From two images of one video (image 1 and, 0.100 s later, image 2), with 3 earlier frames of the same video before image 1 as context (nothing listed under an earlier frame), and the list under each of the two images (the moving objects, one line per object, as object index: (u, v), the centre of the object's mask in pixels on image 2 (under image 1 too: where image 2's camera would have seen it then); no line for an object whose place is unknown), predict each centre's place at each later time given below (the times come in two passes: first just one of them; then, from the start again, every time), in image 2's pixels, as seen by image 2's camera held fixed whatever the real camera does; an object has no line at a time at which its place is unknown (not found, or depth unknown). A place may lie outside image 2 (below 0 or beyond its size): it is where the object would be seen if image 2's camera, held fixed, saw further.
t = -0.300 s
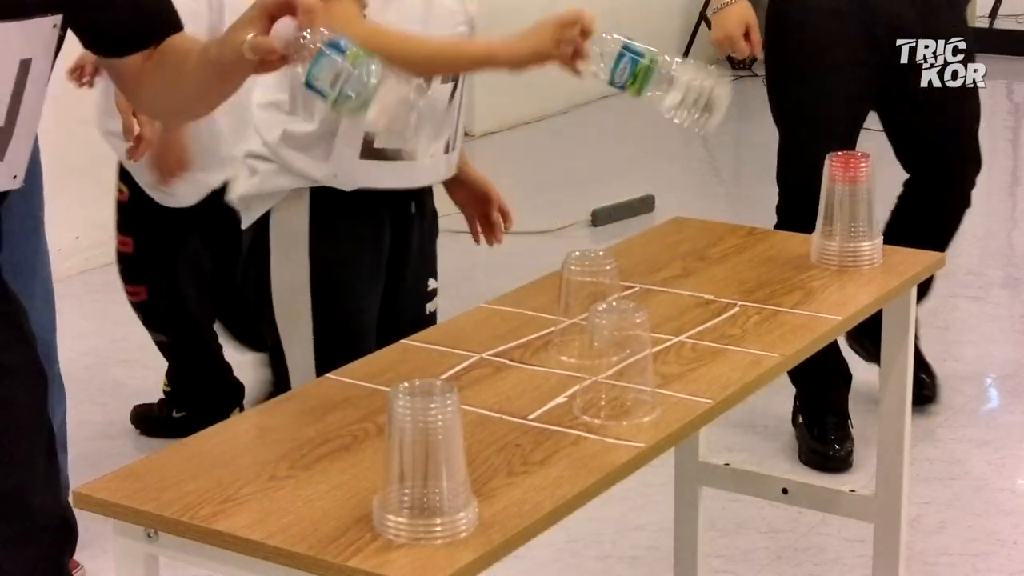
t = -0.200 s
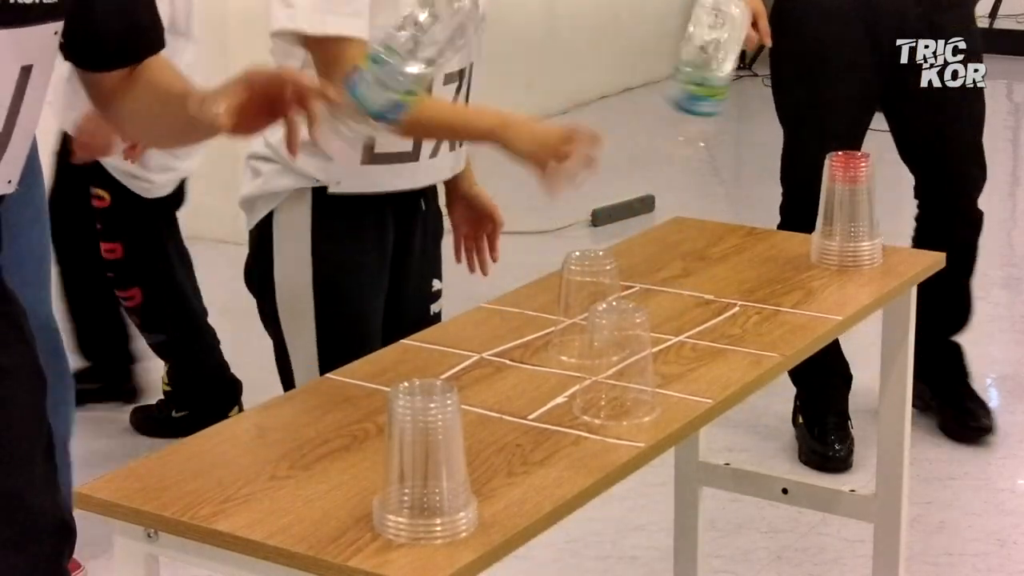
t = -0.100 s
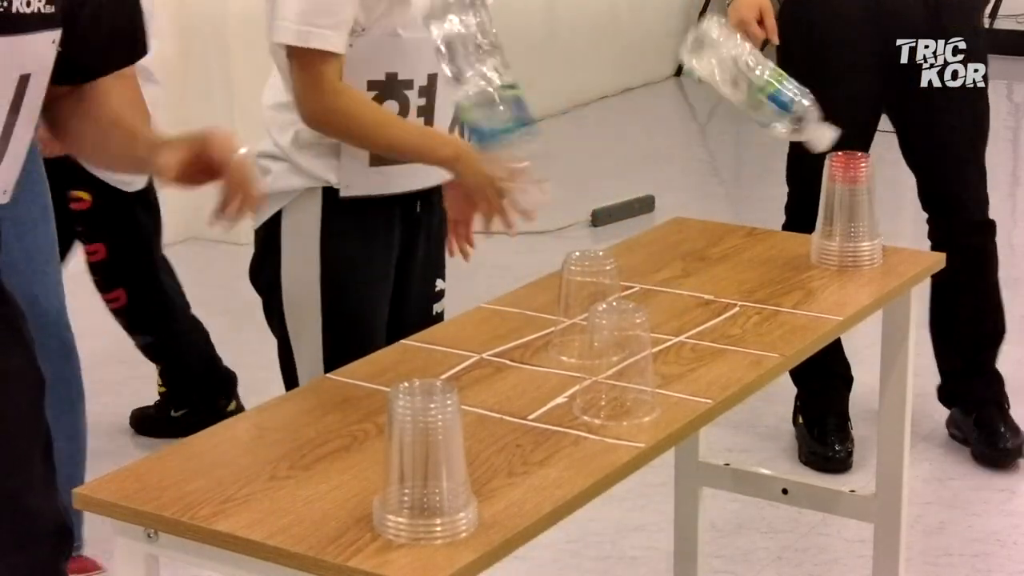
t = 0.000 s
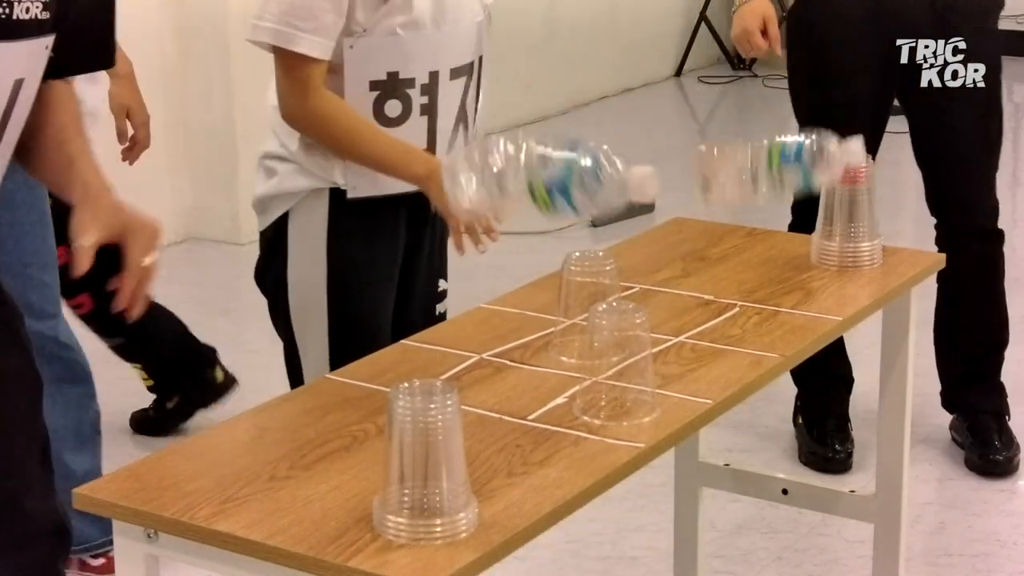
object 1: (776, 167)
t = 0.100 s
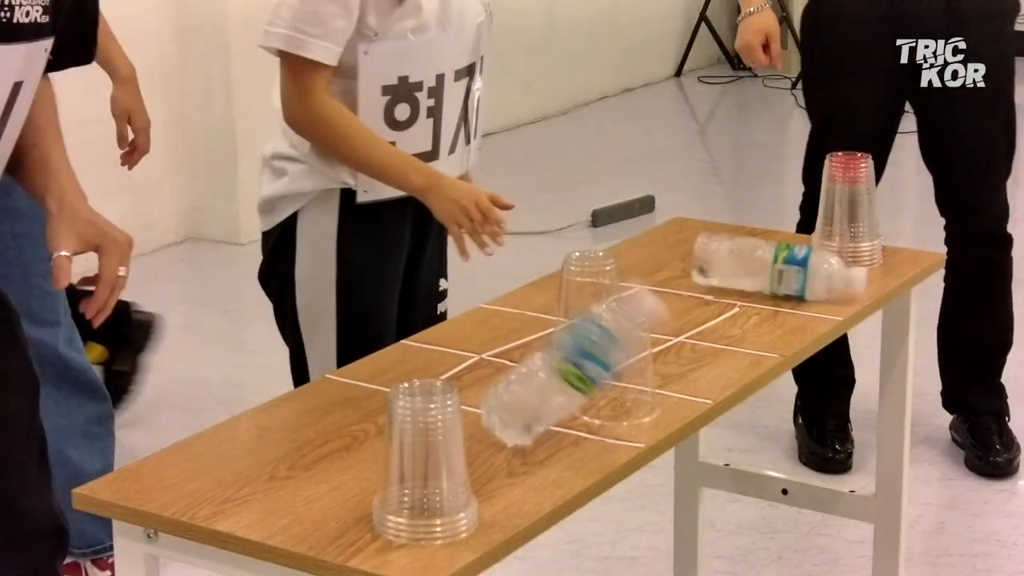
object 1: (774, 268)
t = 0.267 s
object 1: (787, 273)
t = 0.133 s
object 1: (784, 273)
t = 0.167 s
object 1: (787, 273)
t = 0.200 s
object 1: (787, 273)
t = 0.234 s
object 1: (787, 273)
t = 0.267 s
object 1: (787, 273)
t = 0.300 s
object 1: (787, 273)
